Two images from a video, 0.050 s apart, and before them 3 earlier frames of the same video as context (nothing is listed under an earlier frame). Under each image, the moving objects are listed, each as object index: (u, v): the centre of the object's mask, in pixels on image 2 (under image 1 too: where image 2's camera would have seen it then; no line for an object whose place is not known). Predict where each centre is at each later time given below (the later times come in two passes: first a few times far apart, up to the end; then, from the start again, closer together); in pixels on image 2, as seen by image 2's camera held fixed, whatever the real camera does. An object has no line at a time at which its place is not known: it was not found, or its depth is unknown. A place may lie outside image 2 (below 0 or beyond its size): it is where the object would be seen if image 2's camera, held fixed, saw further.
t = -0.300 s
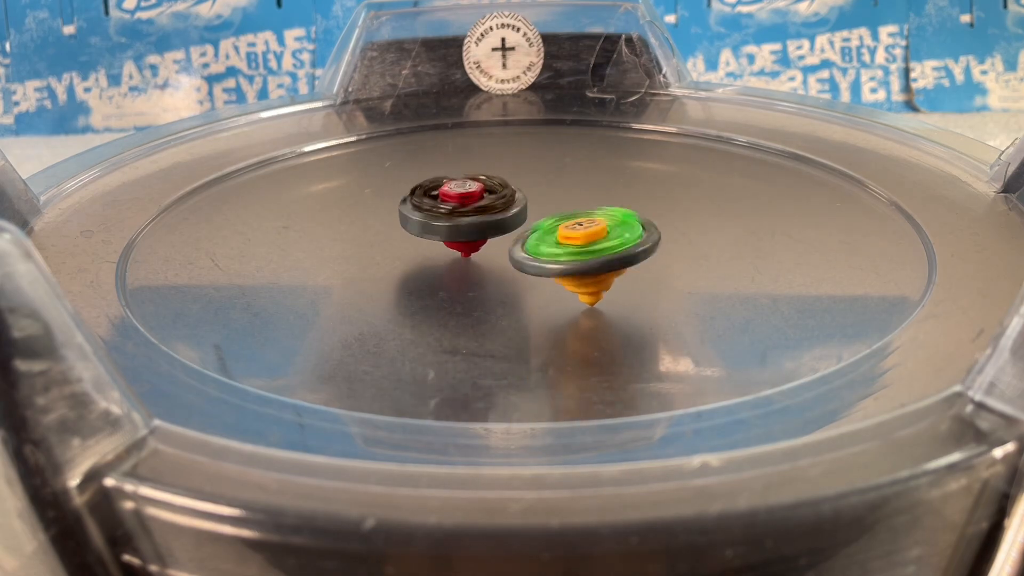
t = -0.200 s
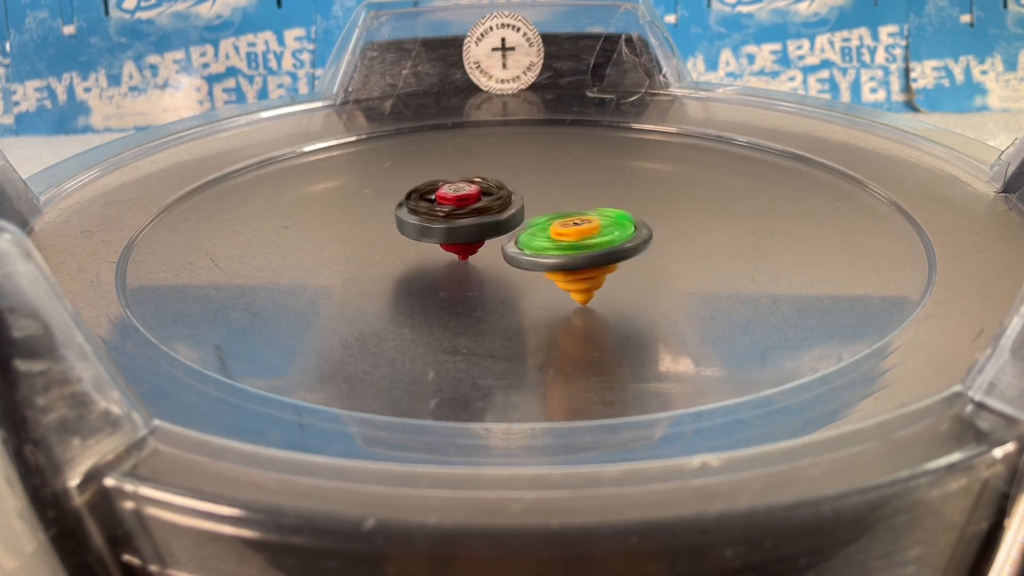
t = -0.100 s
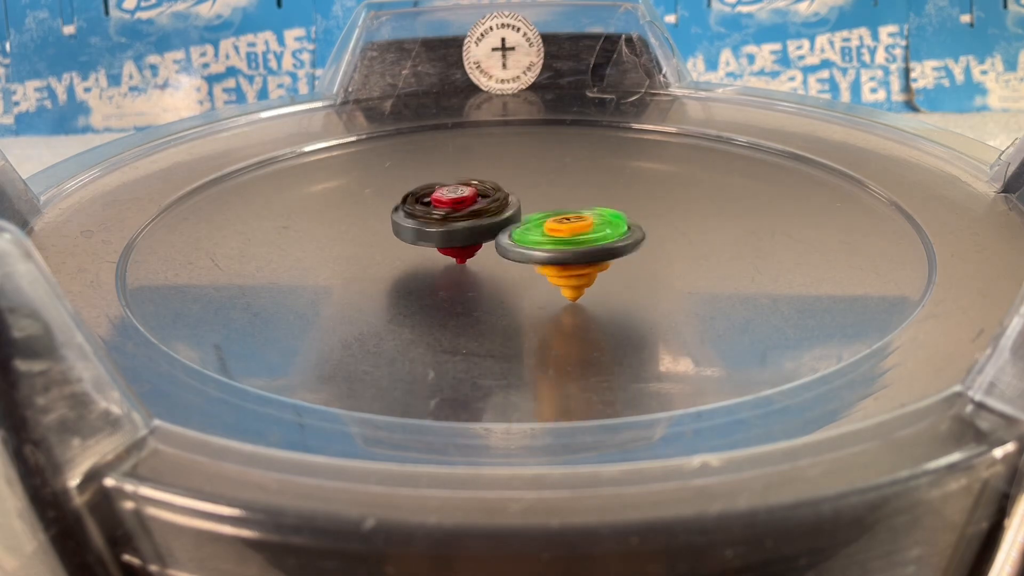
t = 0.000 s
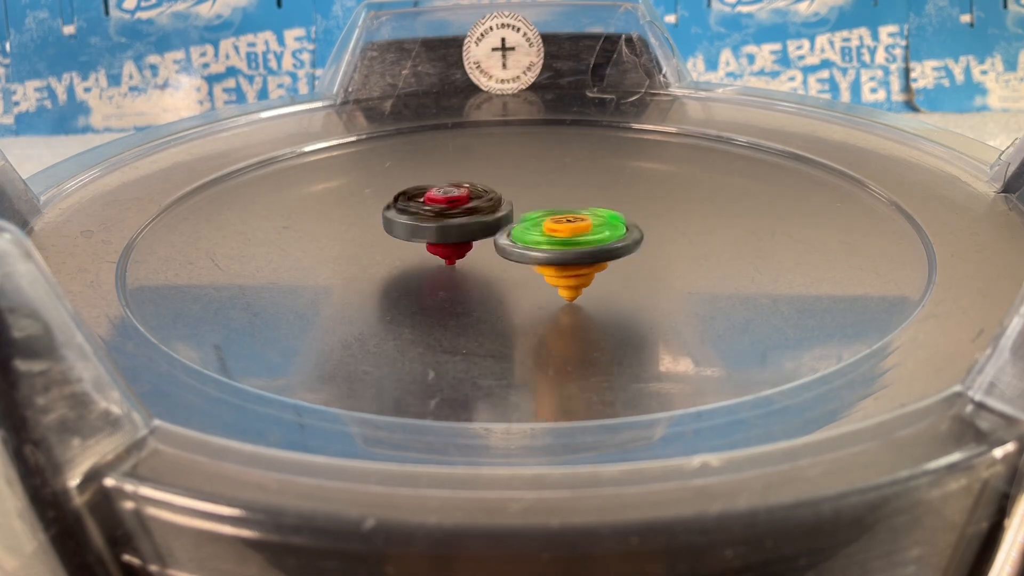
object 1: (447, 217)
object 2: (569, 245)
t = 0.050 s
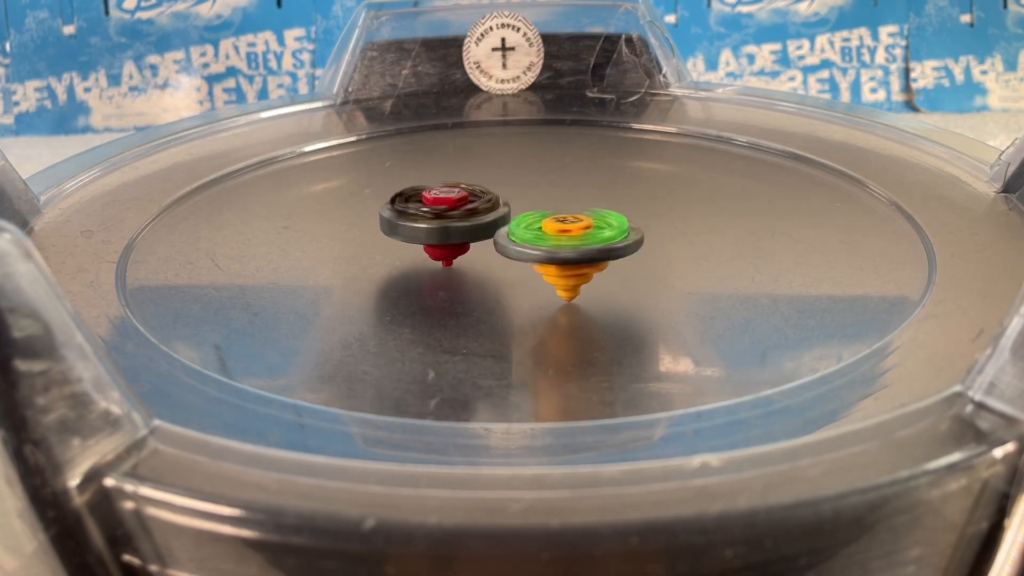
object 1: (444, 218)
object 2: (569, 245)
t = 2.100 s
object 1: (456, 256)
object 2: (614, 222)
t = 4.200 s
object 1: (572, 254)
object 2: (523, 194)
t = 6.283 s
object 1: (439, 258)
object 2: (569, 240)
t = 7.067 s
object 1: (436, 257)
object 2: (684, 213)
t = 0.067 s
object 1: (443, 218)
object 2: (569, 245)
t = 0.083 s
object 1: (443, 219)
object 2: (567, 245)
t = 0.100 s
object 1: (442, 219)
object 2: (568, 245)
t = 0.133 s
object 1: (440, 219)
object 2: (564, 245)
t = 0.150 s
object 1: (439, 220)
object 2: (565, 245)
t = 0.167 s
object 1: (439, 220)
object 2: (563, 244)
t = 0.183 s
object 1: (438, 220)
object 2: (563, 244)
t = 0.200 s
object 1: (437, 221)
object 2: (560, 243)
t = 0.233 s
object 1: (426, 217)
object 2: (577, 247)
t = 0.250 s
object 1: (420, 214)
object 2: (585, 246)
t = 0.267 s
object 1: (416, 213)
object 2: (592, 247)
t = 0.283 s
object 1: (413, 211)
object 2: (596, 248)
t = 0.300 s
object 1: (410, 210)
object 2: (600, 248)
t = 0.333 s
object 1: (409, 210)
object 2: (603, 248)
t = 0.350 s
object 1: (409, 210)
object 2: (605, 248)
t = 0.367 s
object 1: (410, 210)
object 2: (603, 248)
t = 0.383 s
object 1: (410, 210)
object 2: (603, 248)
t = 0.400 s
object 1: (411, 211)
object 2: (602, 249)
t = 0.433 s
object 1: (411, 212)
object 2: (600, 247)
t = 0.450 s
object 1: (411, 212)
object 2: (598, 247)
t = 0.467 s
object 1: (411, 212)
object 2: (596, 246)
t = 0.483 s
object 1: (412, 213)
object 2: (594, 247)
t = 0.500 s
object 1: (412, 213)
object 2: (593, 245)
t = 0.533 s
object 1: (413, 214)
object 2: (589, 244)
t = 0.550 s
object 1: (413, 215)
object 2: (588, 243)
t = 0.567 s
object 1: (415, 215)
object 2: (586, 244)
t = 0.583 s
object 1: (417, 216)
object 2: (584, 242)
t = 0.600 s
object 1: (420, 217)
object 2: (583, 241)
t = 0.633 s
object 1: (428, 220)
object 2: (579, 239)
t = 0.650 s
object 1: (433, 222)
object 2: (577, 240)
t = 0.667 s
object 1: (437, 223)
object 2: (575, 239)
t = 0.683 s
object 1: (442, 225)
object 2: (574, 238)
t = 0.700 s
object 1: (440, 225)
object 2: (579, 238)
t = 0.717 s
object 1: (439, 225)
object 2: (584, 238)
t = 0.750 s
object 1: (440, 226)
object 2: (591, 239)
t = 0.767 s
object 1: (442, 227)
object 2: (592, 239)
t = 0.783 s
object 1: (444, 228)
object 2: (592, 239)
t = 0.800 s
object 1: (445, 229)
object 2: (593, 239)
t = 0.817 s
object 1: (448, 230)
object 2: (593, 240)
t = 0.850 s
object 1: (451, 233)
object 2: (591, 239)
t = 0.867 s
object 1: (448, 234)
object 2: (595, 239)
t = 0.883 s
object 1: (444, 234)
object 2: (602, 240)
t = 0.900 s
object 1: (441, 235)
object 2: (608, 240)
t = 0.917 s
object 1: (441, 235)
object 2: (610, 240)
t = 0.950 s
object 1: (440, 236)
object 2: (612, 241)
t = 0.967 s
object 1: (440, 237)
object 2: (612, 241)
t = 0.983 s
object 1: (440, 237)
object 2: (613, 241)
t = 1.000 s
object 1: (440, 238)
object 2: (610, 241)
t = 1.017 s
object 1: (440, 238)
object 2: (610, 241)
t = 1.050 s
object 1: (439, 239)
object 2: (607, 241)
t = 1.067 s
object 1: (440, 239)
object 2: (606, 241)
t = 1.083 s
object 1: (440, 240)
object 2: (603, 242)
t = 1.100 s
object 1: (440, 240)
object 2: (601, 241)
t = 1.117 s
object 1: (440, 240)
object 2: (600, 242)
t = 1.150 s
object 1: (440, 241)
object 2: (595, 241)
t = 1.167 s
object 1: (440, 241)
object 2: (591, 241)
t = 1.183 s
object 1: (440, 241)
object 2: (590, 240)
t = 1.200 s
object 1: (440, 242)
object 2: (588, 240)
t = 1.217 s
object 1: (439, 242)
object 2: (586, 240)
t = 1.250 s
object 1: (437, 242)
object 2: (589, 240)
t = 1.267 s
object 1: (437, 241)
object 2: (589, 239)
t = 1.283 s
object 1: (439, 242)
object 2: (590, 239)
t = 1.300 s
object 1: (440, 242)
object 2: (588, 239)
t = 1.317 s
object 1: (441, 242)
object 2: (588, 239)
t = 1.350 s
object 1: (436, 242)
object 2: (592, 238)
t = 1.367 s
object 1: (433, 242)
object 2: (595, 237)
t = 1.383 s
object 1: (432, 241)
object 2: (596, 238)
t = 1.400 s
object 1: (432, 241)
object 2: (598, 237)
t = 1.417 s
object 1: (433, 241)
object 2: (598, 237)
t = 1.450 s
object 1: (436, 242)
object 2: (596, 237)
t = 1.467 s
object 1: (437, 242)
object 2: (597, 236)
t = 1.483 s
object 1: (437, 242)
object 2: (594, 236)
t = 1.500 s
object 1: (437, 242)
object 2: (594, 236)
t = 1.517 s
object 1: (438, 243)
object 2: (591, 237)
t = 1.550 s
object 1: (440, 243)
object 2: (589, 235)
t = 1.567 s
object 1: (440, 243)
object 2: (586, 235)
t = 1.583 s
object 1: (439, 244)
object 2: (587, 234)
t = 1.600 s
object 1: (434, 243)
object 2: (594, 234)
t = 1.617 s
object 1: (431, 243)
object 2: (597, 233)
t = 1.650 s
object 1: (430, 243)
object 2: (600, 232)
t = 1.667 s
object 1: (431, 243)
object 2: (602, 231)
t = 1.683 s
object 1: (432, 243)
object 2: (602, 231)
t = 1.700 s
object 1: (434, 243)
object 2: (600, 230)
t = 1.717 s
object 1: (435, 244)
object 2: (600, 231)
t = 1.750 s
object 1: (438, 245)
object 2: (599, 230)
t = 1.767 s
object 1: (441, 245)
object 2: (599, 229)
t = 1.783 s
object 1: (444, 246)
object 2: (598, 230)
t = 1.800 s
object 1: (447, 247)
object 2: (598, 228)
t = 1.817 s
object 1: (450, 248)
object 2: (598, 228)
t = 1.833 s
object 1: (453, 248)
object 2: (597, 228)
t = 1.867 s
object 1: (457, 250)
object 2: (601, 227)
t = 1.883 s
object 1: (452, 251)
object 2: (607, 225)
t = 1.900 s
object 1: (451, 252)
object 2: (612, 224)
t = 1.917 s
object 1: (451, 253)
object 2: (616, 224)
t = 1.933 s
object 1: (452, 254)
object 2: (618, 223)
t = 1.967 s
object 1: (452, 255)
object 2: (619, 223)
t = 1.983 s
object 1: (452, 255)
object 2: (619, 223)
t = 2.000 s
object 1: (452, 255)
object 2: (619, 222)
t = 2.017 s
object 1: (453, 256)
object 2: (617, 222)
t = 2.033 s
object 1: (453, 256)
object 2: (617, 222)
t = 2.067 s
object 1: (455, 256)
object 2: (615, 221)
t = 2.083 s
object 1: (455, 256)
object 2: (615, 221)
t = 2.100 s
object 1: (456, 256)
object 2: (614, 222)
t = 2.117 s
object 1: (457, 257)
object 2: (613, 222)
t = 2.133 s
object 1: (457, 257)
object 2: (613, 222)
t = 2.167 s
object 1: (457, 257)
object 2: (611, 222)
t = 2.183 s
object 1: (458, 257)
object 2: (610, 222)
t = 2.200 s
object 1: (459, 257)
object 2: (608, 222)
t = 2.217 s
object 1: (459, 258)
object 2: (606, 223)
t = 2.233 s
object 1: (460, 258)
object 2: (606, 223)
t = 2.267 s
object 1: (462, 258)
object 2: (603, 223)
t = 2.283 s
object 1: (463, 258)
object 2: (601, 224)
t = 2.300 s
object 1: (463, 258)
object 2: (599, 224)
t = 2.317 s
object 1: (464, 259)
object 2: (598, 224)
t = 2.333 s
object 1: (464, 259)
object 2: (595, 225)
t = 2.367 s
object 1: (466, 259)
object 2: (594, 224)
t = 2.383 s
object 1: (466, 259)
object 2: (592, 225)
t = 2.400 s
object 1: (454, 261)
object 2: (601, 222)
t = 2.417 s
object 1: (443, 262)
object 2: (612, 219)
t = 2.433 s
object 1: (433, 263)
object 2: (619, 216)
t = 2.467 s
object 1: (420, 265)
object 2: (629, 213)
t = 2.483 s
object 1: (417, 265)
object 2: (631, 211)
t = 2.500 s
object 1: (416, 265)
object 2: (631, 210)
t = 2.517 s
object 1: (416, 265)
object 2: (631, 211)
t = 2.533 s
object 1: (416, 265)
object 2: (630, 210)
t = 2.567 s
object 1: (419, 265)
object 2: (628, 211)
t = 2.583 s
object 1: (421, 265)
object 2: (628, 210)
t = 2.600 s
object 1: (422, 265)
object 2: (627, 210)
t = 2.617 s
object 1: (424, 265)
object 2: (626, 210)
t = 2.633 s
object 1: (425, 265)
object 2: (626, 210)
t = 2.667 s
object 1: (427, 266)
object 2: (623, 210)
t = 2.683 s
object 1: (429, 266)
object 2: (622, 210)
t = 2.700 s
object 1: (430, 266)
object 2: (622, 210)
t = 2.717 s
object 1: (432, 266)
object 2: (620, 210)
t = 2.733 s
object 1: (434, 266)
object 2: (618, 210)
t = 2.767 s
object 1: (441, 265)
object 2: (615, 210)
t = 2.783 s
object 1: (445, 265)
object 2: (614, 210)
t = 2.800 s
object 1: (450, 264)
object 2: (613, 211)
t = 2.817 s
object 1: (455, 264)
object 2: (610, 211)
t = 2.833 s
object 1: (461, 264)
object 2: (609, 211)
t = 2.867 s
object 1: (472, 264)
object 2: (604, 211)
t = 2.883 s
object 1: (478, 264)
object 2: (603, 211)
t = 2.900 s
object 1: (483, 265)
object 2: (600, 212)
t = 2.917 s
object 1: (488, 265)
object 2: (599, 212)
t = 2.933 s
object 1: (493, 265)
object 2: (597, 212)
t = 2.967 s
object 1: (504, 265)
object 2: (595, 212)
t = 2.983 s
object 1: (509, 265)
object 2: (595, 211)
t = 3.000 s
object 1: (513, 265)
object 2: (592, 209)
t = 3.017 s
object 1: (518, 265)
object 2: (592, 207)
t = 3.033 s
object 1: (523, 265)
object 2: (591, 206)
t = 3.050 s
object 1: (525, 267)
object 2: (589, 204)
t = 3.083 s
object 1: (528, 269)
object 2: (588, 202)
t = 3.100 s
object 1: (530, 268)
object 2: (586, 201)
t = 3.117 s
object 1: (533, 268)
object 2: (584, 200)
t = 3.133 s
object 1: (536, 268)
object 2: (582, 202)
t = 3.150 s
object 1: (540, 269)
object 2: (580, 200)
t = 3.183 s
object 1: (546, 270)
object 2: (577, 201)
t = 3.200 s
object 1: (549, 271)
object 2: (575, 200)
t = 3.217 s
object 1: (551, 272)
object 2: (574, 200)
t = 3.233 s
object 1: (553, 273)
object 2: (572, 201)
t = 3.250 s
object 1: (554, 273)
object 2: (571, 200)
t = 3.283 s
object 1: (556, 275)
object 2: (567, 201)
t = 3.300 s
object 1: (555, 275)
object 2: (567, 200)
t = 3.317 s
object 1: (555, 275)
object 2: (566, 201)
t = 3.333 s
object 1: (555, 275)
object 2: (564, 201)
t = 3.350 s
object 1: (555, 275)
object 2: (563, 201)
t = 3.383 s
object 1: (557, 274)
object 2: (560, 200)
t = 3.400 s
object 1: (557, 274)
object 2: (560, 201)
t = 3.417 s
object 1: (559, 274)
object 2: (560, 200)
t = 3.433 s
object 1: (559, 273)
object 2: (558, 200)
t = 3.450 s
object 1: (559, 273)
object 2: (557, 200)
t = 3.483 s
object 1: (559, 273)
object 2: (555, 199)
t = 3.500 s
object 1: (558, 272)
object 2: (554, 198)
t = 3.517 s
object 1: (557, 271)
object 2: (554, 199)
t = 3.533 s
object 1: (557, 270)
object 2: (552, 198)
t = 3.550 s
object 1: (556, 269)
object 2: (552, 197)
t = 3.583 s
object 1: (554, 266)
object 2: (550, 197)
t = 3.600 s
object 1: (554, 264)
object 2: (549, 196)
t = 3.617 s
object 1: (555, 263)
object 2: (548, 197)
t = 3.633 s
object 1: (555, 261)
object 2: (548, 195)
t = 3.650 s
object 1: (556, 260)
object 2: (547, 195)
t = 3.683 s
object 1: (556, 259)
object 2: (545, 192)
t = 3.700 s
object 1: (556, 258)
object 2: (545, 192)
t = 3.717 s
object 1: (556, 257)
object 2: (543, 192)
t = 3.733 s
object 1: (557, 256)
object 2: (542, 192)
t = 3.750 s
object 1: (558, 255)
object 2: (541, 191)
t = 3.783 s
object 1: (561, 254)
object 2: (539, 190)
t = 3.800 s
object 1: (561, 254)
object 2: (539, 190)
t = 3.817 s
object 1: (562, 254)
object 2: (537, 190)
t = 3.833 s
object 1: (563, 255)
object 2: (536, 189)
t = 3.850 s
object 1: (563, 255)
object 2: (536, 189)
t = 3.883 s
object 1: (564, 254)
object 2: (534, 190)
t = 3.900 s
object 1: (565, 254)
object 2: (534, 190)
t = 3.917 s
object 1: (565, 254)
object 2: (533, 190)
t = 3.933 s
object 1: (566, 254)
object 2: (532, 190)
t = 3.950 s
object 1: (567, 254)
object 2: (533, 191)
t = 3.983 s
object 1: (568, 254)
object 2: (531, 192)
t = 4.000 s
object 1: (568, 254)
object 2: (531, 192)
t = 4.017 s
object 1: (568, 254)
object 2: (529, 192)
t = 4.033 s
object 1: (568, 253)
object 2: (530, 193)
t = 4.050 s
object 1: (568, 253)
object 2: (530, 192)
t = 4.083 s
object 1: (569, 253)
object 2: (528, 194)
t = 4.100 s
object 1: (570, 253)
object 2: (528, 193)
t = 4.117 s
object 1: (571, 253)
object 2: (526, 194)
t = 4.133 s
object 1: (571, 253)
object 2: (526, 194)
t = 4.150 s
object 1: (572, 254)
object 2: (527, 193)
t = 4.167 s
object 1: (572, 253)
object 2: (524, 194)
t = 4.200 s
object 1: (572, 254)
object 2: (523, 194)
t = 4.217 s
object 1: (571, 255)
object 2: (520, 193)
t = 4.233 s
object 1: (568, 255)
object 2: (521, 194)
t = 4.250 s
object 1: (565, 255)
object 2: (522, 195)
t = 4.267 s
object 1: (564, 256)
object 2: (519, 196)
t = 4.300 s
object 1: (562, 254)
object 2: (519, 197)
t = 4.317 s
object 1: (563, 255)
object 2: (517, 197)
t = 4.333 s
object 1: (563, 254)
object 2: (518, 197)
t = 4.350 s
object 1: (562, 255)
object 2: (520, 195)
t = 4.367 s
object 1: (561, 256)
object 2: (519, 195)
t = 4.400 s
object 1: (559, 257)
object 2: (522, 191)
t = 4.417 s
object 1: (558, 257)
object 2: (521, 190)
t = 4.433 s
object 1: (557, 256)
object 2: (521, 188)
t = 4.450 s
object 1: (556, 254)
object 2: (520, 187)
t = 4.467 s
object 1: (555, 253)
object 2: (519, 187)
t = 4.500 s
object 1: (554, 250)
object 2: (519, 185)
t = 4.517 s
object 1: (555, 248)
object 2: (518, 185)
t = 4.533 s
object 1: (556, 248)
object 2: (518, 184)
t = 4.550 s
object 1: (557, 247)
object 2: (517, 183)
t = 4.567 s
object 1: (559, 247)
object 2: (517, 183)
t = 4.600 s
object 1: (560, 248)
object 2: (518, 180)
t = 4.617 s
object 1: (559, 247)
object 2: (518, 181)
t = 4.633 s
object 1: (560, 247)
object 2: (519, 181)
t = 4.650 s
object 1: (559, 245)
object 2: (520, 181)
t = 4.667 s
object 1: (561, 245)
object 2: (521, 182)
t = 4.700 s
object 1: (564, 245)
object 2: (522, 182)
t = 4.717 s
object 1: (566, 245)
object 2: (524, 182)
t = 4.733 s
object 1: (567, 246)
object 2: (524, 183)
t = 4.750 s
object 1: (568, 246)
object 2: (526, 185)
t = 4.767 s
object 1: (569, 246)
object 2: (525, 184)
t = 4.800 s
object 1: (569, 249)
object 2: (527, 185)
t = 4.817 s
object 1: (569, 255)
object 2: (527, 182)
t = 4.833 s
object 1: (569, 261)
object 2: (527, 180)
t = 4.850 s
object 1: (568, 265)
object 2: (527, 177)
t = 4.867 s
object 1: (566, 270)
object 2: (527, 175)
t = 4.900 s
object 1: (562, 276)
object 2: (527, 175)
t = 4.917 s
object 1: (559, 277)
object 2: (528, 175)
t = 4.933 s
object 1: (555, 279)
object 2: (529, 176)
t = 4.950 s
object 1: (552, 279)
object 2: (528, 178)
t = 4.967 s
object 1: (549, 277)
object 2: (528, 179)
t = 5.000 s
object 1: (545, 277)
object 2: (527, 183)
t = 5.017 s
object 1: (541, 276)
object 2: (527, 183)
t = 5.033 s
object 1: (539, 275)
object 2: (526, 185)
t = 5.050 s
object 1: (536, 274)
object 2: (526, 187)
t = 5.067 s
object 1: (533, 274)
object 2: (524, 189)
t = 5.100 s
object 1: (526, 273)
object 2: (525, 192)
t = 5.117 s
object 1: (521, 272)
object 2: (522, 193)
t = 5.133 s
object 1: (517, 271)
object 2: (522, 195)
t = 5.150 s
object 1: (512, 271)
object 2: (522, 196)
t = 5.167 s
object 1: (507, 270)
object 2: (521, 199)
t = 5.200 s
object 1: (496, 268)
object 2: (519, 199)
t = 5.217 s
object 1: (491, 267)
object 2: (520, 202)
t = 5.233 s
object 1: (485, 266)
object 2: (517, 203)
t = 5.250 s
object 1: (479, 265)
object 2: (519, 203)
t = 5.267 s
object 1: (474, 264)
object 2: (519, 204)
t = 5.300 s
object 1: (464, 261)
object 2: (517, 206)
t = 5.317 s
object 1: (459, 261)
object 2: (518, 207)
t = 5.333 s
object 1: (455, 261)
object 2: (518, 209)
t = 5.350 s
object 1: (451, 260)
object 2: (517, 210)
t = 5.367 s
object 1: (446, 260)
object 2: (515, 212)
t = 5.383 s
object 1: (444, 259)
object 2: (516, 214)
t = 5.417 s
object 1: (439, 258)
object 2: (515, 215)
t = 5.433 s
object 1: (437, 258)
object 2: (515, 217)
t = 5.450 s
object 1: (435, 258)
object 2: (512, 219)
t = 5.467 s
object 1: (435, 258)
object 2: (513, 218)
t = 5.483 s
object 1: (434, 258)
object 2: (514, 219)
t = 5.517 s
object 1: (434, 257)
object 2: (511, 220)
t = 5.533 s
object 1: (435, 258)
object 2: (510, 219)
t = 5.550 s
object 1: (436, 257)
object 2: (512, 220)
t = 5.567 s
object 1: (437, 257)
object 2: (511, 220)
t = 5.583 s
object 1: (439, 257)
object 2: (511, 219)
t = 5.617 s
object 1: (442, 258)
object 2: (509, 220)
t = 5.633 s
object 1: (444, 258)
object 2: (510, 220)
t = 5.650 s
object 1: (445, 259)
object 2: (509, 219)
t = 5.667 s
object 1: (447, 259)
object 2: (510, 221)
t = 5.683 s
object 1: (449, 260)
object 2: (509, 220)
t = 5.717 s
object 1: (450, 260)
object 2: (511, 220)
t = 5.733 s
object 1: (450, 260)
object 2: (512, 220)
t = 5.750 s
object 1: (450, 260)
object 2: (514, 221)
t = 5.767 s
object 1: (449, 259)
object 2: (517, 220)
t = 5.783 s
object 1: (447, 259)
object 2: (520, 223)
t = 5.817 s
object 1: (446, 258)
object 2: (529, 223)
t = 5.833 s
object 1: (443, 257)
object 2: (536, 225)
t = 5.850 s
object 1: (442, 257)
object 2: (542, 225)
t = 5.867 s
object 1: (442, 257)
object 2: (547, 227)
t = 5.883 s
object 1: (442, 256)
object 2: (551, 227)
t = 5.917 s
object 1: (443, 256)
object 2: (558, 230)
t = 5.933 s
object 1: (444, 257)
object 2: (561, 230)
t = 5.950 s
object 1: (444, 257)
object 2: (563, 231)
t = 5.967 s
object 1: (445, 257)
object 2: (564, 231)
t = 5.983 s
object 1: (445, 258)
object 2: (565, 233)
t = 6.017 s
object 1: (446, 259)
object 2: (566, 234)
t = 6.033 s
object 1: (447, 259)
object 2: (566, 234)
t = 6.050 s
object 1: (447, 259)
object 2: (565, 235)
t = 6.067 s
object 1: (448, 260)
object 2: (565, 235)
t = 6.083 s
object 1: (447, 260)
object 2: (565, 234)
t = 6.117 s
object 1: (447, 260)
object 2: (566, 235)
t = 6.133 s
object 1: (447, 260)
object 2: (565, 235)
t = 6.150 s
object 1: (447, 260)
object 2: (564, 235)
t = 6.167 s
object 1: (447, 260)
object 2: (564, 235)
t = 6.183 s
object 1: (446, 260)
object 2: (564, 235)
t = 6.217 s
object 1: (445, 260)
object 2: (565, 236)
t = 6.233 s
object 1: (445, 260)
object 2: (565, 236)
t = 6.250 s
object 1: (444, 259)
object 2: (566, 238)
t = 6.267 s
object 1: (443, 259)
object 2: (566, 239)
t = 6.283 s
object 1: (439, 258)
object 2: (569, 240)
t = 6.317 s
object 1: (436, 257)
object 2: (574, 238)
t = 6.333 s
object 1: (436, 256)
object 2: (574, 237)
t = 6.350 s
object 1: (435, 255)
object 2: (576, 235)
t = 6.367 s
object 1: (435, 255)
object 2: (575, 235)
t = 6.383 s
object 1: (435, 255)
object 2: (574, 235)
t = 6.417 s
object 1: (434, 254)
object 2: (573, 232)
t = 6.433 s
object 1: (434, 254)
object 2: (571, 233)
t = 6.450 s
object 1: (434, 254)
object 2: (569, 232)
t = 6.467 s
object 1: (434, 254)
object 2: (568, 232)
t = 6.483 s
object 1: (434, 254)
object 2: (568, 231)
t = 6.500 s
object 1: (434, 254)
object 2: (567, 232)
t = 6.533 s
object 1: (435, 255)
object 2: (565, 233)
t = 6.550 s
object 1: (435, 255)
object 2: (565, 233)
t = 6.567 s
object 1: (436, 255)
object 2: (564, 234)
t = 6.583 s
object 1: (436, 255)
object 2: (562, 235)
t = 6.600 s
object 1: (437, 256)
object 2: (562, 235)
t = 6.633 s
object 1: (439, 257)
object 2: (561, 235)
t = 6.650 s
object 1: (440, 258)
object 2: (562, 236)
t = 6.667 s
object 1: (441, 259)
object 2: (563, 234)
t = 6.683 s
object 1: (443, 259)
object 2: (563, 234)
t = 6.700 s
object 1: (444, 260)
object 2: (563, 234)
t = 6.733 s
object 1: (445, 260)
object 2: (564, 235)
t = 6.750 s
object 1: (445, 260)
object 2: (564, 235)
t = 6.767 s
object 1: (445, 260)
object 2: (563, 237)
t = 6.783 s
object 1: (445, 261)
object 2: (562, 240)
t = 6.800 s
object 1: (446, 261)
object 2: (561, 241)
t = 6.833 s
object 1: (444, 260)
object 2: (560, 243)
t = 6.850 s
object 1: (438, 261)
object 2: (568, 242)
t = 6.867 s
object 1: (434, 259)
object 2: (578, 239)
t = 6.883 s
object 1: (431, 258)
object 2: (589, 242)
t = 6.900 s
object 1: (431, 260)
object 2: (599, 238)
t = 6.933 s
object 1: (434, 260)
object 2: (620, 234)
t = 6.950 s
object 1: (435, 260)
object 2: (630, 236)
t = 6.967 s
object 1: (436, 259)
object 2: (639, 224)
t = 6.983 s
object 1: (437, 259)
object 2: (648, 219)
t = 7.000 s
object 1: (437, 259)
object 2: (657, 223)
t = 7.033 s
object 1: (436, 258)
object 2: (672, 215)
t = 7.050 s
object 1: (436, 258)
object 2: (679, 215)
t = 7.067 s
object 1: (436, 257)
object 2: (684, 213)
